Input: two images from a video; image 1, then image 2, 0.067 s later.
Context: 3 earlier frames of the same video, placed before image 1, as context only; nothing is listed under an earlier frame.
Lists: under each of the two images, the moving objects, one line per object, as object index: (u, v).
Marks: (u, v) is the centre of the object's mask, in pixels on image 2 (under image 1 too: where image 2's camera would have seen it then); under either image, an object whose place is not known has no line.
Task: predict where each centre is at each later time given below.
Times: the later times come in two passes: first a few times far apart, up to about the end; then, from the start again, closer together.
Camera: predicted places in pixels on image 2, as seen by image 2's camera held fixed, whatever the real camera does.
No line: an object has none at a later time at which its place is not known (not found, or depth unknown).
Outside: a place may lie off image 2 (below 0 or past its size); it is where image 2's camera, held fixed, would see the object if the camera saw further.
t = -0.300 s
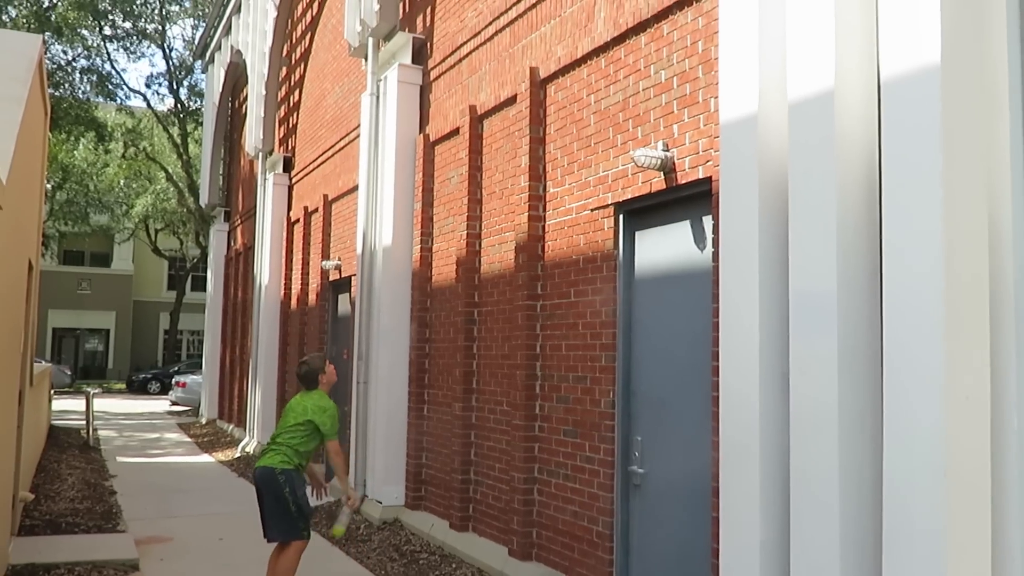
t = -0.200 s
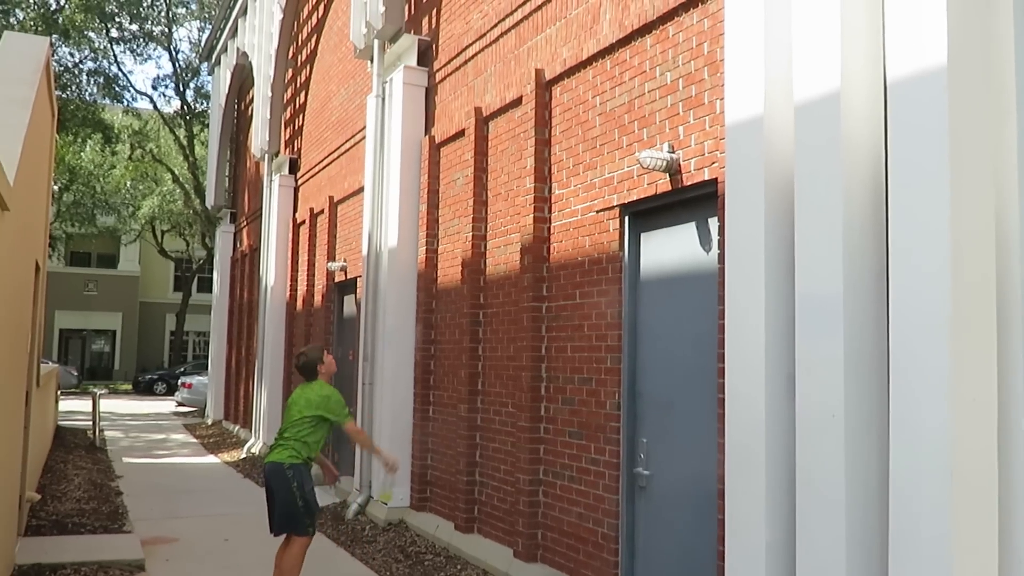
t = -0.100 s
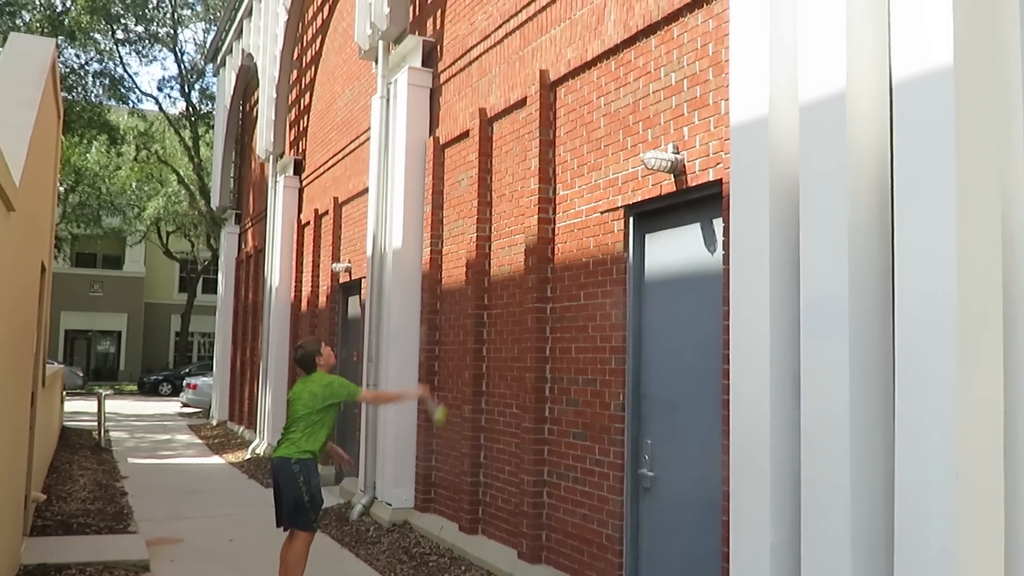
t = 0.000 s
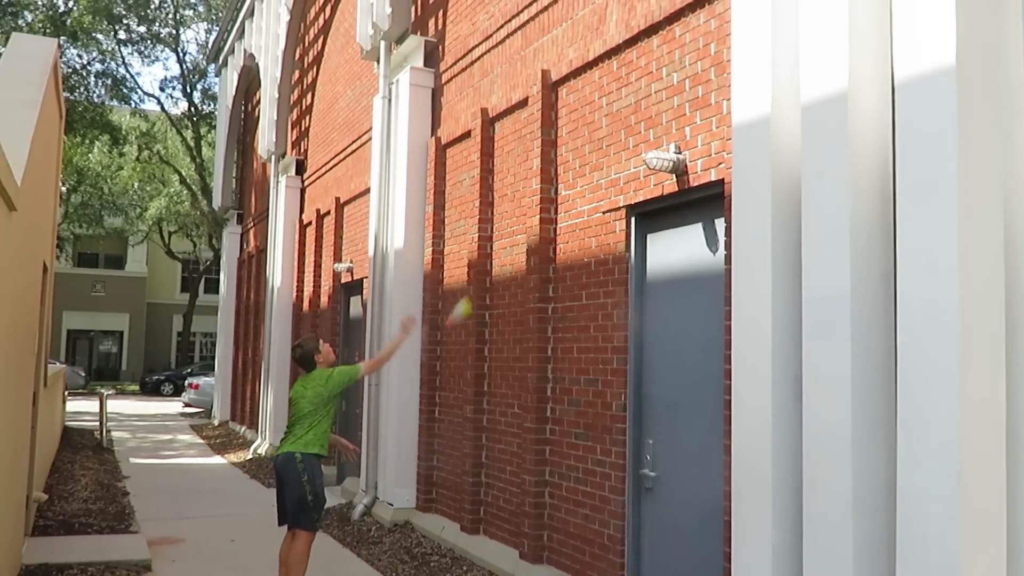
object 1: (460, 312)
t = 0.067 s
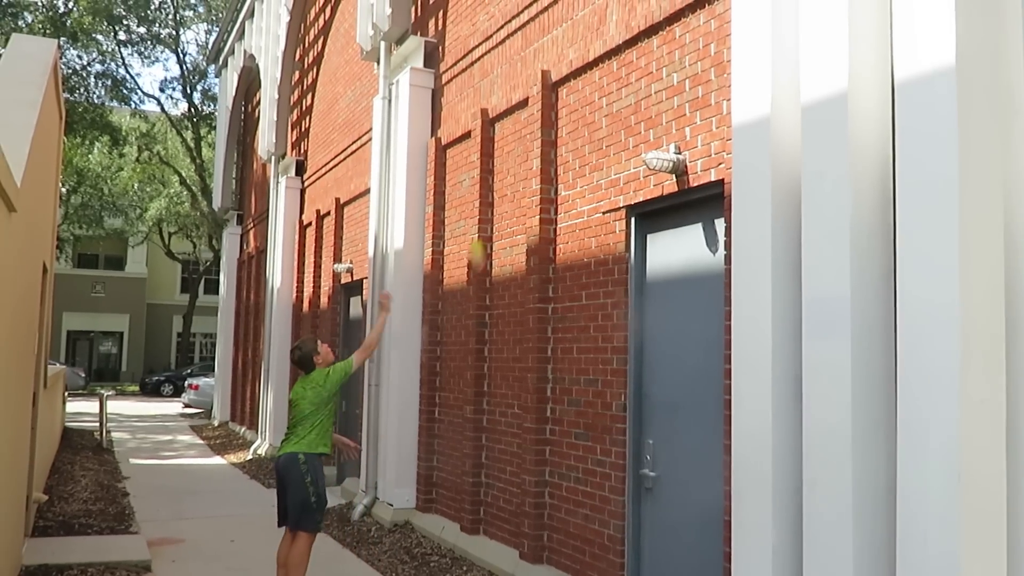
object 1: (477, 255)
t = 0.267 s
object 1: (516, 114)
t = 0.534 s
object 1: (534, 34)
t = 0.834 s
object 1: (542, 56)
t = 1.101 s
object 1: (541, 60)
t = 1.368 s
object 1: (541, 60)
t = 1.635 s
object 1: (541, 60)
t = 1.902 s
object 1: (541, 60)
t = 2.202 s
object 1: (541, 60)
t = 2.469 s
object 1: (540, 61)
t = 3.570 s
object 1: (540, 59)
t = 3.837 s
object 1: (541, 57)
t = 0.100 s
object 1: (485, 225)
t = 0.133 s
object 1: (488, 197)
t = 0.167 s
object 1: (497, 173)
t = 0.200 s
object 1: (504, 153)
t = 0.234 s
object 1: (510, 133)
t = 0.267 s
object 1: (516, 114)
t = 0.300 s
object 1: (520, 99)
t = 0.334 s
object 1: (527, 84)
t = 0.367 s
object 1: (531, 72)
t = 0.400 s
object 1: (531, 63)
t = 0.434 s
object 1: (531, 54)
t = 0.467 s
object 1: (531, 45)
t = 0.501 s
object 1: (533, 39)
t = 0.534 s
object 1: (534, 34)
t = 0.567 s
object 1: (535, 31)
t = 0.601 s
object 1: (537, 29)
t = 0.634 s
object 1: (538, 29)
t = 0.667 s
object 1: (539, 29)
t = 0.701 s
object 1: (541, 33)
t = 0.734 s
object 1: (543, 37)
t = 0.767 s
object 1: (542, 42)
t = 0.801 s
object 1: (543, 49)
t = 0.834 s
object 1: (542, 56)
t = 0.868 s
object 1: (541, 59)
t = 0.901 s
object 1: (541, 60)
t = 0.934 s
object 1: (541, 59)
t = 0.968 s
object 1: (541, 59)
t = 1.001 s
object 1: (541, 60)
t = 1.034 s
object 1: (541, 60)
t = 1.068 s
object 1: (541, 60)
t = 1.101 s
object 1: (541, 60)
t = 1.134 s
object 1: (541, 60)
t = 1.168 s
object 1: (541, 60)
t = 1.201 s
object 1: (541, 60)
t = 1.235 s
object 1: (541, 60)
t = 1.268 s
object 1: (541, 60)
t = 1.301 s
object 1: (541, 60)
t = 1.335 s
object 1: (541, 60)
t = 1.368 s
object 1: (541, 60)
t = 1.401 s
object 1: (541, 60)
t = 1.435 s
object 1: (541, 60)
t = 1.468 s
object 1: (541, 60)
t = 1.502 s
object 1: (541, 60)
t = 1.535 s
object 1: (541, 60)
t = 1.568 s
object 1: (541, 60)
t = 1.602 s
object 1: (541, 60)
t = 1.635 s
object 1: (541, 60)
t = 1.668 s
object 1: (541, 60)
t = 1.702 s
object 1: (541, 60)
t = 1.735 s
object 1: (541, 60)
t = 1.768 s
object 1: (541, 60)
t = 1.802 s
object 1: (541, 60)
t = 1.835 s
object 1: (541, 60)
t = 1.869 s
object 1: (541, 60)
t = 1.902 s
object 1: (541, 60)
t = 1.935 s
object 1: (541, 60)
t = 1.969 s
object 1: (541, 60)
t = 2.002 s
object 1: (541, 60)
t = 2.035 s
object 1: (541, 60)
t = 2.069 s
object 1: (541, 60)
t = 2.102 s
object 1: (541, 60)
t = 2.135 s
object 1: (541, 60)
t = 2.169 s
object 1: (541, 60)
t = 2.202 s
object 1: (541, 60)
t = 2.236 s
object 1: (541, 58)
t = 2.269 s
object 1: (541, 60)
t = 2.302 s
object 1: (540, 60)
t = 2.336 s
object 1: (540, 61)
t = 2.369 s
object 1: (540, 60)
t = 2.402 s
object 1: (540, 60)
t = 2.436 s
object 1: (540, 60)
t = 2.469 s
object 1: (540, 61)
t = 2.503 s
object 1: (540, 60)
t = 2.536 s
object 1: (540, 60)
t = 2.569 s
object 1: (540, 60)
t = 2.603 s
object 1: (540, 61)
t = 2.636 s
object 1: (540, 60)
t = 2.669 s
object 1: (540, 61)
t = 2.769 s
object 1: (540, 61)
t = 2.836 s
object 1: (540, 61)
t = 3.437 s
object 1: (540, 61)
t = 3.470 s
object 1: (540, 60)
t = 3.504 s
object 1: (540, 60)
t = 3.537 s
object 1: (540, 60)
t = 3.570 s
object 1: (540, 59)
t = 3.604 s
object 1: (540, 59)
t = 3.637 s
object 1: (540, 58)
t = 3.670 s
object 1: (540, 58)
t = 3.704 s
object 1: (540, 57)
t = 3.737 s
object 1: (540, 58)
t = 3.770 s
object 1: (540, 59)
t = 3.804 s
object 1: (540, 58)
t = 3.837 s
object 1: (541, 57)
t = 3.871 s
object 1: (540, 57)
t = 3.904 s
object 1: (539, 58)
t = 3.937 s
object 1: (541, 60)
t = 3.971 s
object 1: (542, 60)
